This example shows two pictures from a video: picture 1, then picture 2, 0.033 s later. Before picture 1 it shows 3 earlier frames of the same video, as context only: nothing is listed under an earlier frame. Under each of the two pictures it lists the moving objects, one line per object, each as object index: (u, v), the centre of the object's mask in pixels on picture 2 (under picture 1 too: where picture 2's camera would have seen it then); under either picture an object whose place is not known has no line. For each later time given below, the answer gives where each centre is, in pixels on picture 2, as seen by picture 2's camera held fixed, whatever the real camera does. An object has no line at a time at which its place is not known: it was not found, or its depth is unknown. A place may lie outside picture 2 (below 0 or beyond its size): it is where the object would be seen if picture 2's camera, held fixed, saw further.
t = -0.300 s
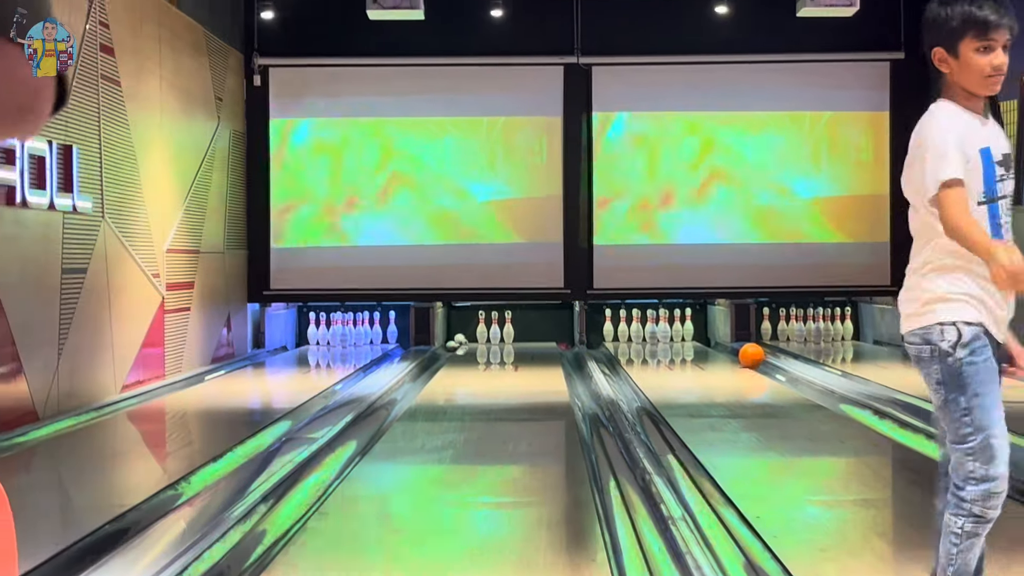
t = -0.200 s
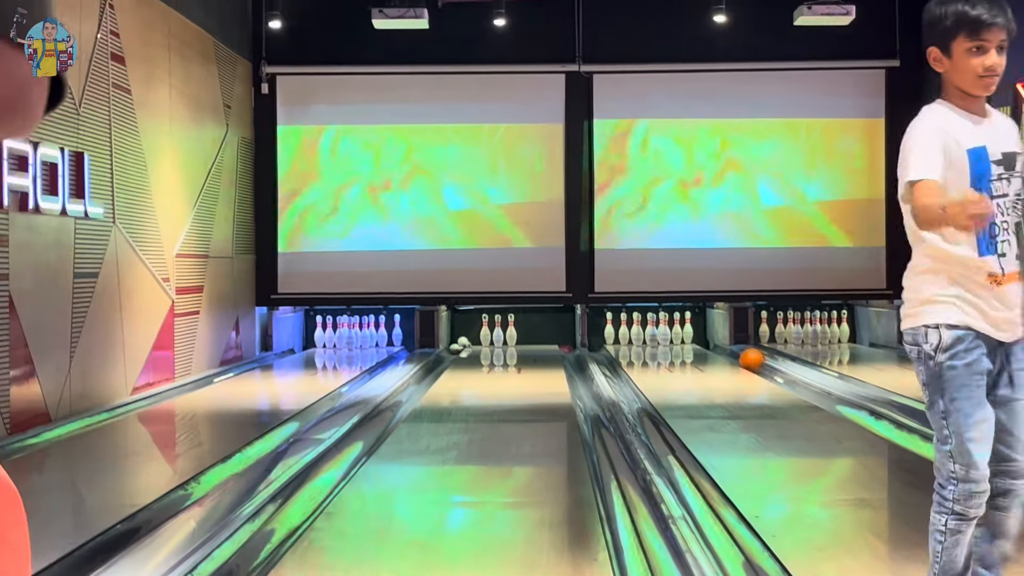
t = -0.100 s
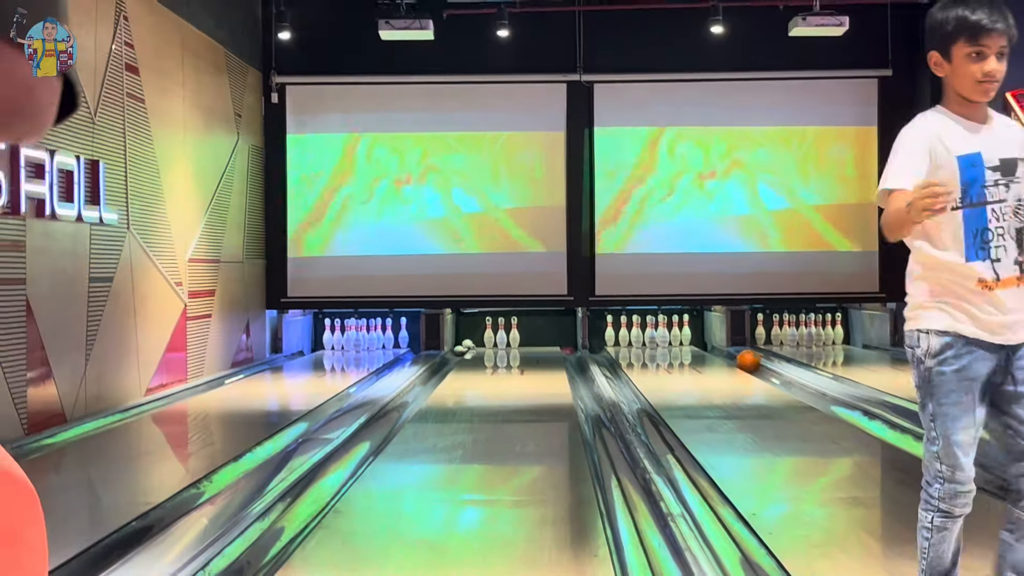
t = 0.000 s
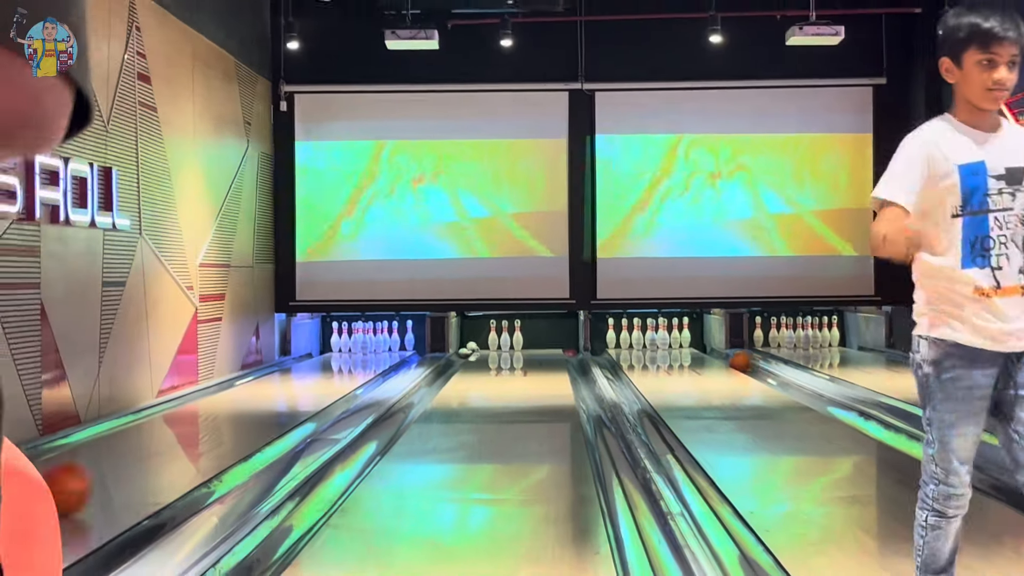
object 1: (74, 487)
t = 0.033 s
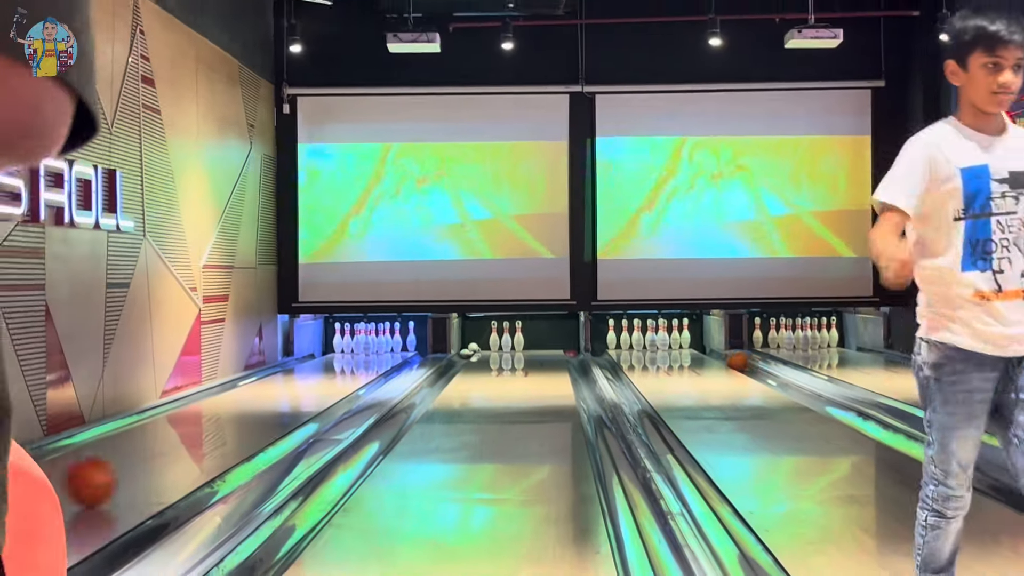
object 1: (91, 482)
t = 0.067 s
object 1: (110, 476)
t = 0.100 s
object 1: (129, 468)
